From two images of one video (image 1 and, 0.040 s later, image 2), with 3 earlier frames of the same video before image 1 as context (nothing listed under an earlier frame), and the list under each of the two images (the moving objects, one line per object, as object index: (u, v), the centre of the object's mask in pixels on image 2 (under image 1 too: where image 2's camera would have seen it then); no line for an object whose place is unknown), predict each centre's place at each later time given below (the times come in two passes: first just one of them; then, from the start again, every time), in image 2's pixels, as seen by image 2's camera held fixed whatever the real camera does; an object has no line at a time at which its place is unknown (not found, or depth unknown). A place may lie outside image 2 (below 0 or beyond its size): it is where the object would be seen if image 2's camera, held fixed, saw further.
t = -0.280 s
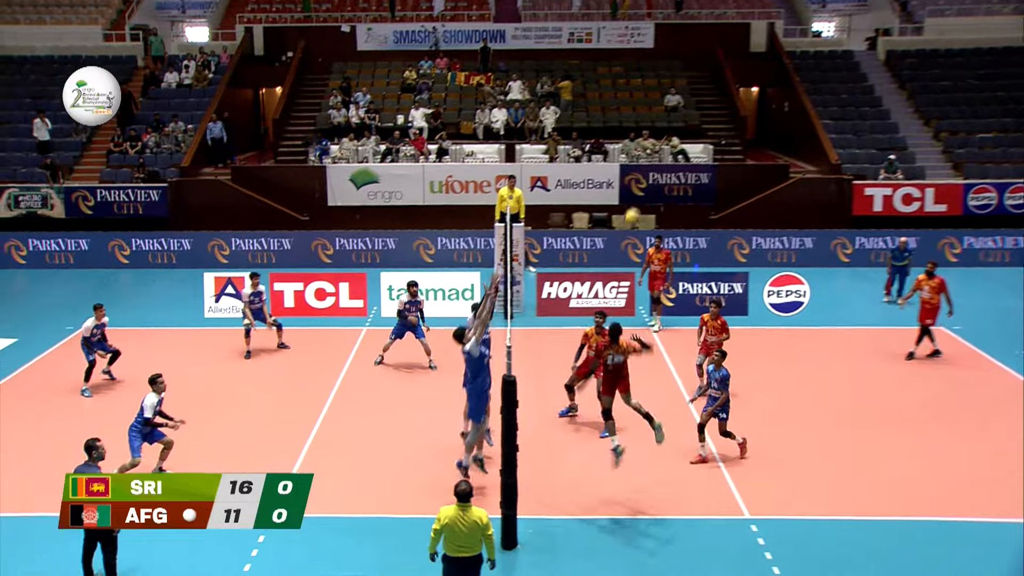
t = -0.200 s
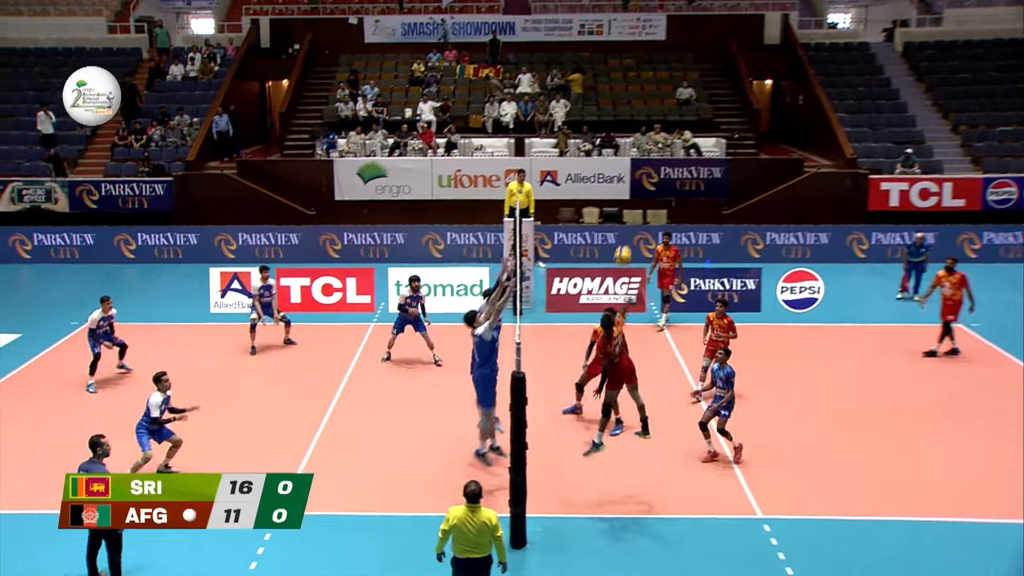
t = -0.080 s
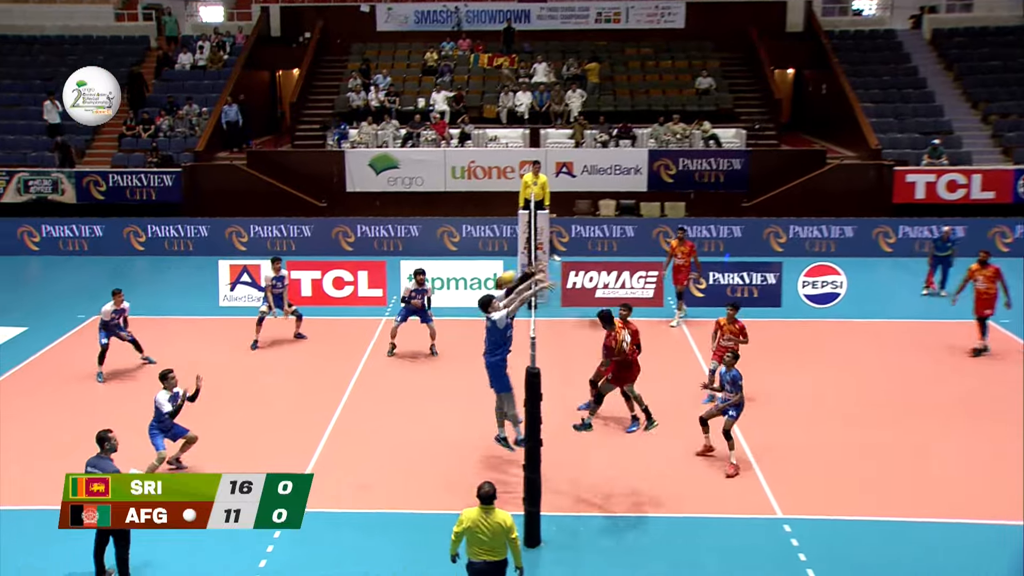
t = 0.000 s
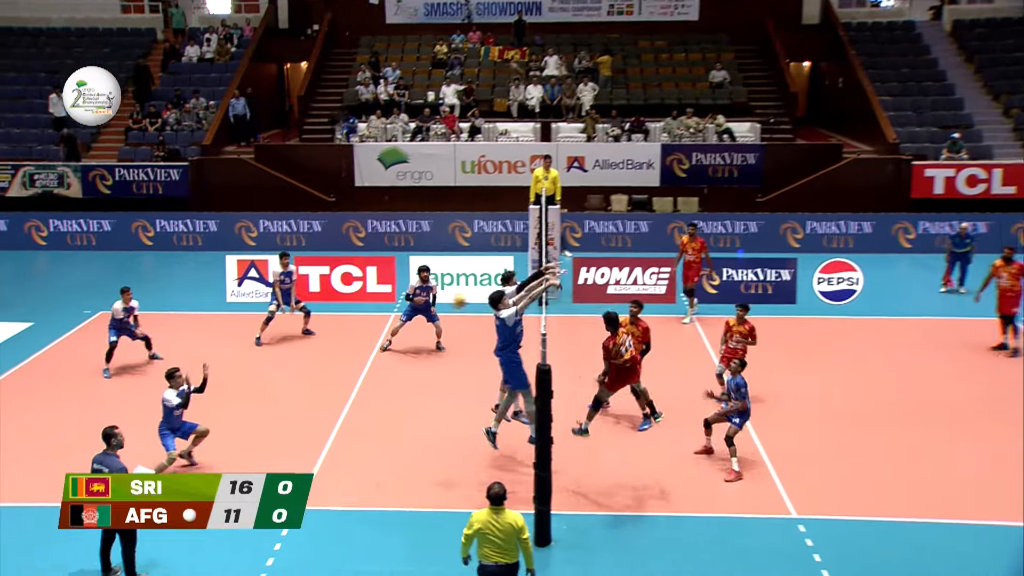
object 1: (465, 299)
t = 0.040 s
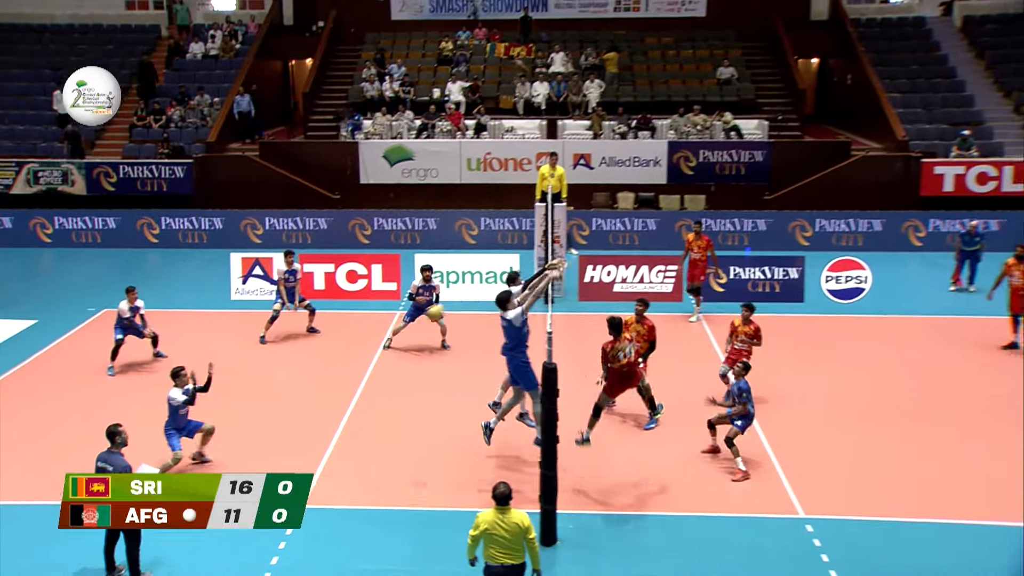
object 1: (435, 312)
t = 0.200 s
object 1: (323, 378)
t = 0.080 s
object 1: (406, 326)
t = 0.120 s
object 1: (377, 341)
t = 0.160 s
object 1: (351, 360)
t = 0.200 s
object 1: (323, 378)
